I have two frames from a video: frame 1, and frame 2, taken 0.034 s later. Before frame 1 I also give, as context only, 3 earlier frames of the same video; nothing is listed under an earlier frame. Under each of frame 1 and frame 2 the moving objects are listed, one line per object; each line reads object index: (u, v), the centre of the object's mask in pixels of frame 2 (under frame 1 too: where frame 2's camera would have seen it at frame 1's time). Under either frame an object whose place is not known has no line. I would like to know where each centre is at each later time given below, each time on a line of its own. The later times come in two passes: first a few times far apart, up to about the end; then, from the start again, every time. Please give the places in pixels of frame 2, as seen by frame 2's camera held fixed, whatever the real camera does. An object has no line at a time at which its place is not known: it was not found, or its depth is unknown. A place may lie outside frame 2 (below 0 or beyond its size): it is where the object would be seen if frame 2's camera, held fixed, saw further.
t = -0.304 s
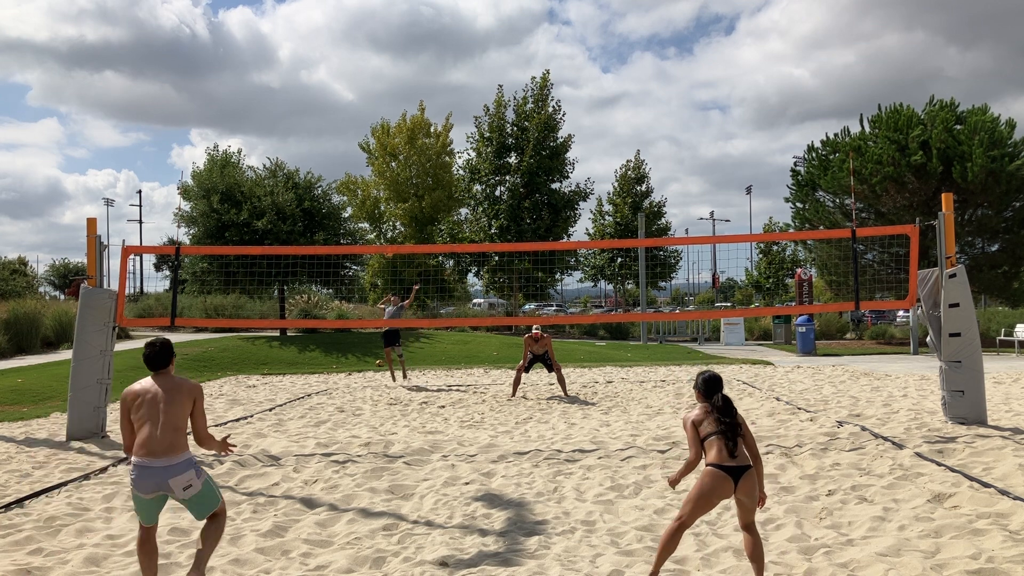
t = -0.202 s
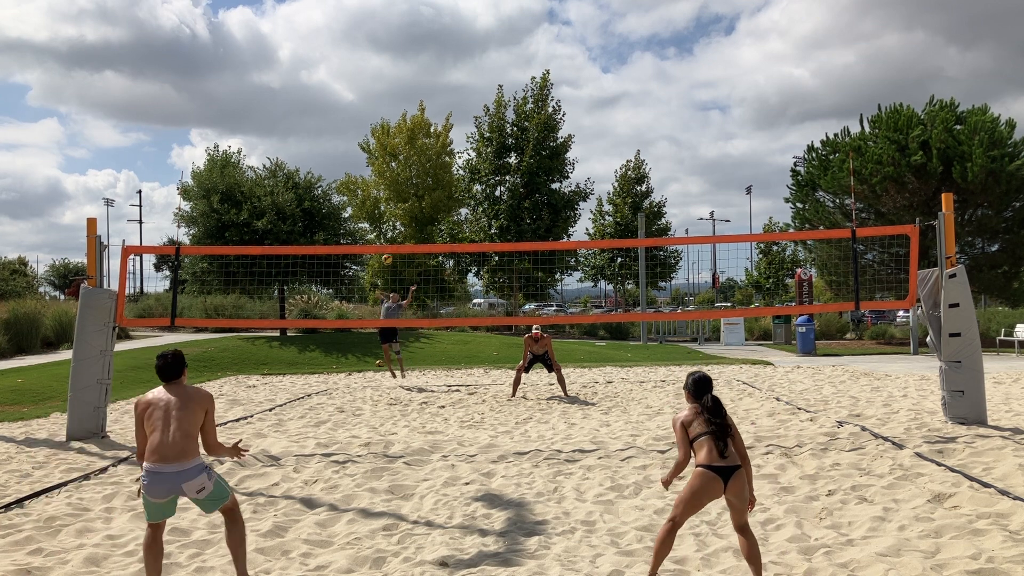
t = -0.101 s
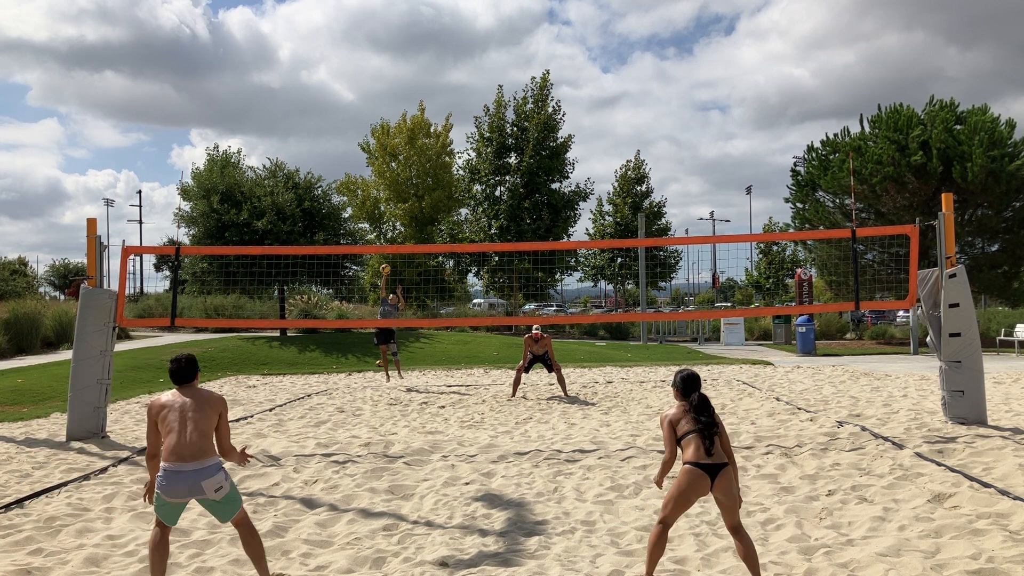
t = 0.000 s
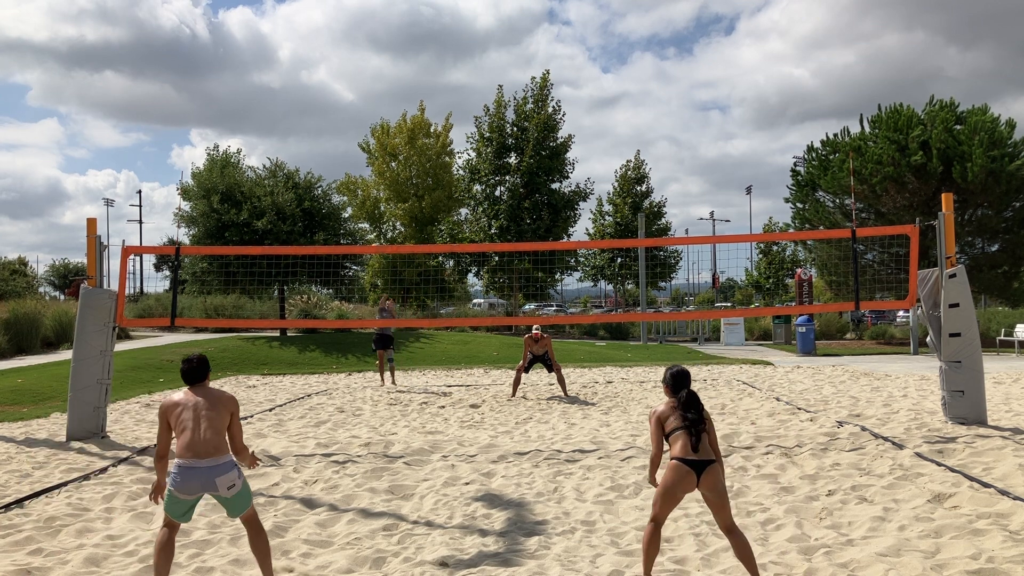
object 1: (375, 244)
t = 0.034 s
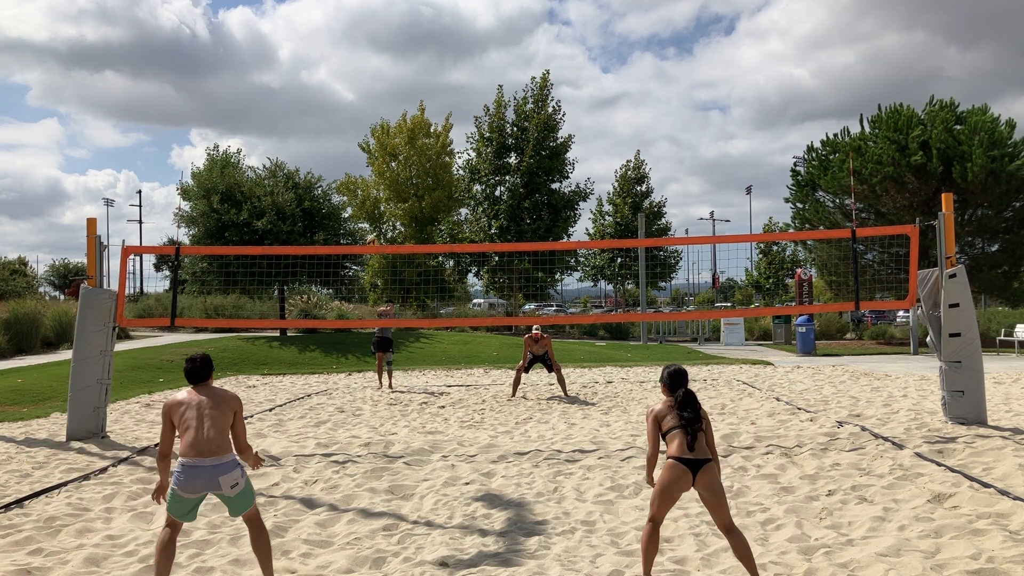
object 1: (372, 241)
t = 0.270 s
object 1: (346, 204)
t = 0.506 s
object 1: (312, 187)
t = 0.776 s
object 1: (254, 227)
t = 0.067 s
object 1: (369, 236)
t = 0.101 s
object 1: (365, 230)
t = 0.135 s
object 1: (362, 224)
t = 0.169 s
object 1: (358, 219)
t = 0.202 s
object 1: (354, 214)
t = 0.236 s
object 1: (351, 209)
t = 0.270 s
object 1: (346, 204)
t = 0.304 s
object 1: (342, 201)
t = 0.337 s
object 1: (337, 196)
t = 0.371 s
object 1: (332, 194)
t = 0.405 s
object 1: (327, 191)
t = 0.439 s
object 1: (323, 189)
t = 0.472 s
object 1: (318, 188)
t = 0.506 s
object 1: (312, 187)
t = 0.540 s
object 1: (306, 187)
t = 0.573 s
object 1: (299, 189)
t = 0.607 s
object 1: (292, 192)
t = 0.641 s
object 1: (286, 196)
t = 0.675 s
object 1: (278, 201)
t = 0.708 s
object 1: (271, 208)
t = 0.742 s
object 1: (262, 216)
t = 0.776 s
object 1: (254, 227)
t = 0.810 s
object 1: (245, 239)
